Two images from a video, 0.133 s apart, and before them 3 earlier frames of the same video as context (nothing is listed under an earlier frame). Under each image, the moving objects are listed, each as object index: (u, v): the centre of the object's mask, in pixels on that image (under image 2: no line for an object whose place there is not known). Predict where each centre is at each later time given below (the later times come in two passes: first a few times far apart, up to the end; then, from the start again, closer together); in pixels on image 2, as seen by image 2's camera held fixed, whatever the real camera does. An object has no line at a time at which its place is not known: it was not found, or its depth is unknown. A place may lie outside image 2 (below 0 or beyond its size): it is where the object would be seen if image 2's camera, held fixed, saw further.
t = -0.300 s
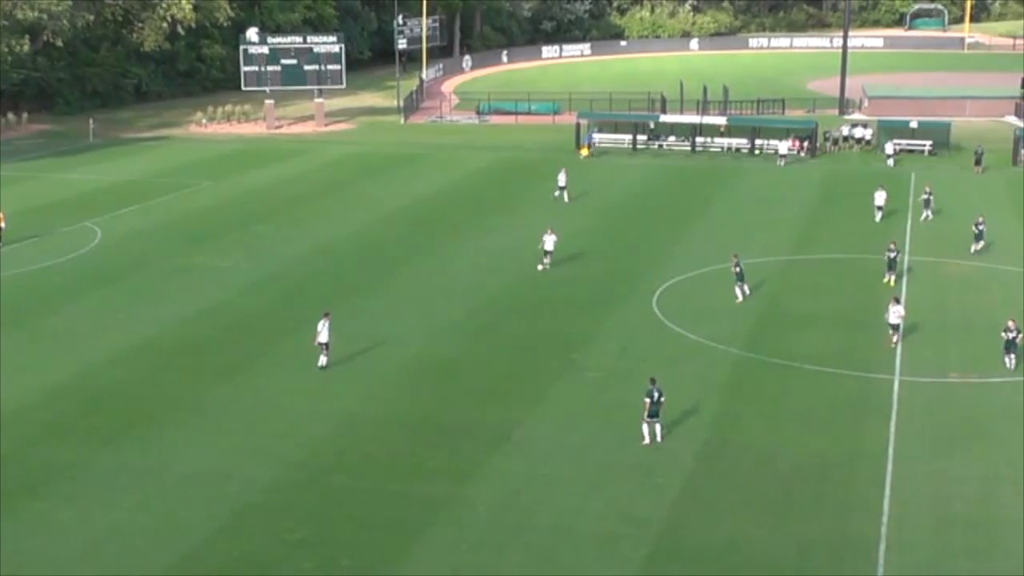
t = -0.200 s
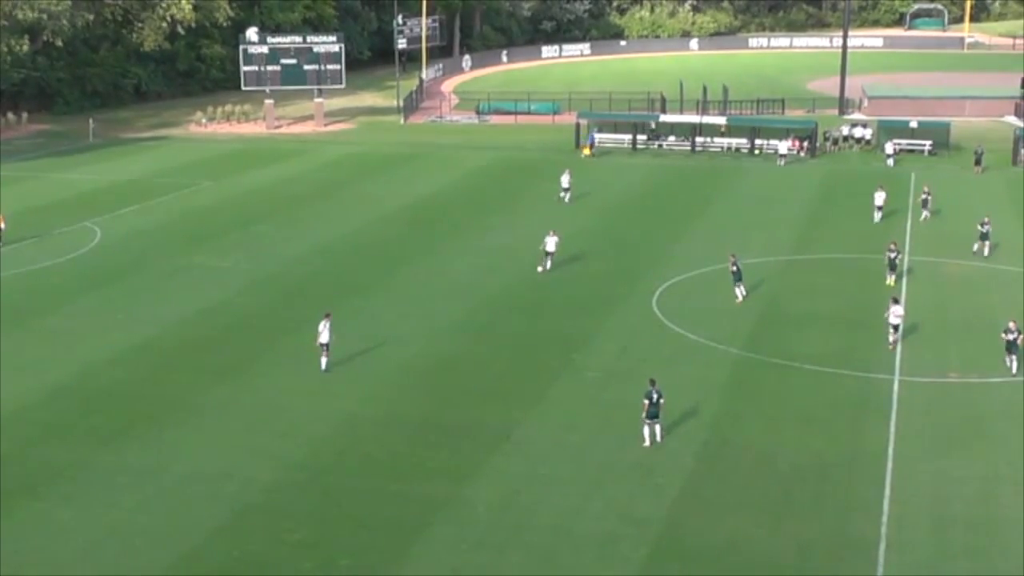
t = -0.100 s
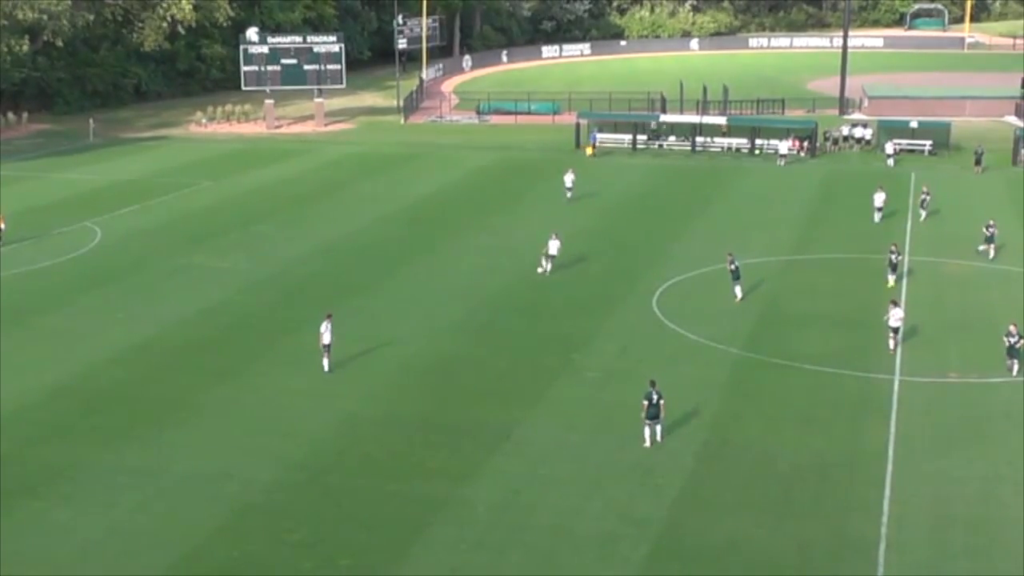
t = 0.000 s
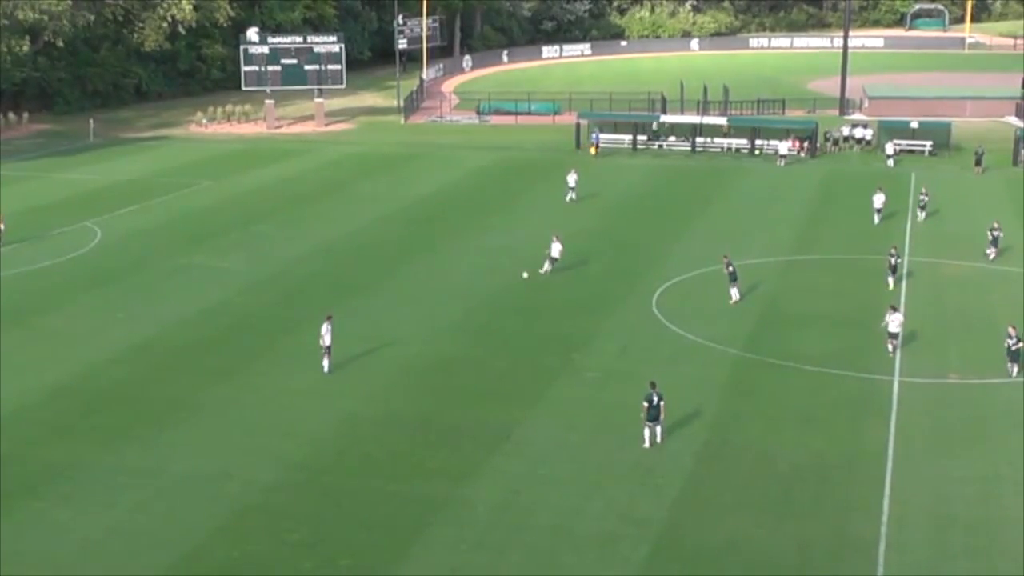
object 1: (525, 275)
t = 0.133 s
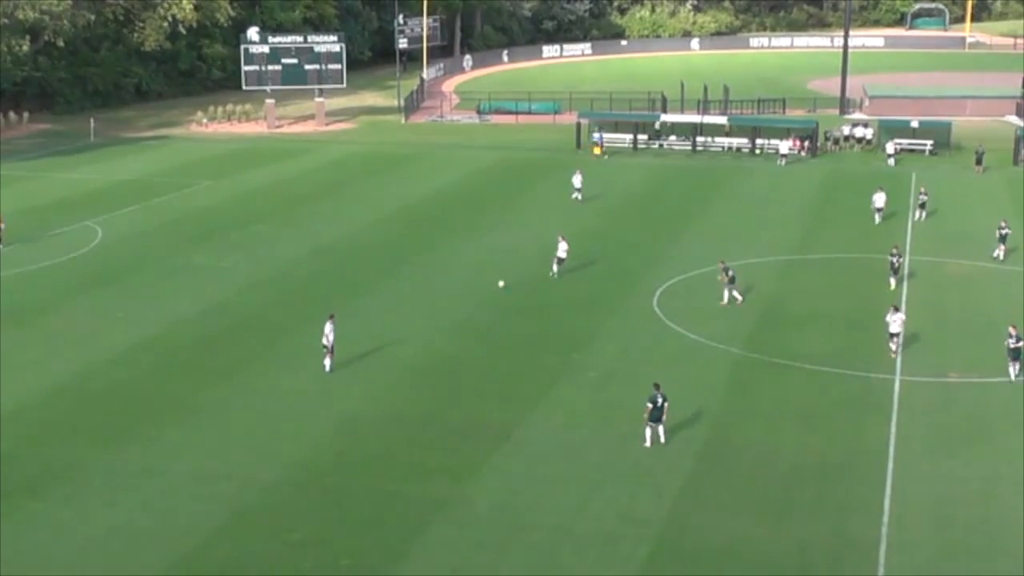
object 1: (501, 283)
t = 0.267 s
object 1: (473, 298)
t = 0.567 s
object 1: (422, 321)
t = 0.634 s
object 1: (413, 324)
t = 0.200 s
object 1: (487, 290)
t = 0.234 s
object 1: (481, 294)
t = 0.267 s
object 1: (473, 298)
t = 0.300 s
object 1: (467, 301)
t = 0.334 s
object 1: (461, 303)
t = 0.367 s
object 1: (455, 304)
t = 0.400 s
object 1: (450, 306)
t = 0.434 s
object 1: (444, 309)
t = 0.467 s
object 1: (438, 312)
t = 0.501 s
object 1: (433, 315)
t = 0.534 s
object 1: (427, 318)
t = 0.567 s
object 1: (422, 321)
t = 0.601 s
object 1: (417, 323)
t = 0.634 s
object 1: (413, 324)
